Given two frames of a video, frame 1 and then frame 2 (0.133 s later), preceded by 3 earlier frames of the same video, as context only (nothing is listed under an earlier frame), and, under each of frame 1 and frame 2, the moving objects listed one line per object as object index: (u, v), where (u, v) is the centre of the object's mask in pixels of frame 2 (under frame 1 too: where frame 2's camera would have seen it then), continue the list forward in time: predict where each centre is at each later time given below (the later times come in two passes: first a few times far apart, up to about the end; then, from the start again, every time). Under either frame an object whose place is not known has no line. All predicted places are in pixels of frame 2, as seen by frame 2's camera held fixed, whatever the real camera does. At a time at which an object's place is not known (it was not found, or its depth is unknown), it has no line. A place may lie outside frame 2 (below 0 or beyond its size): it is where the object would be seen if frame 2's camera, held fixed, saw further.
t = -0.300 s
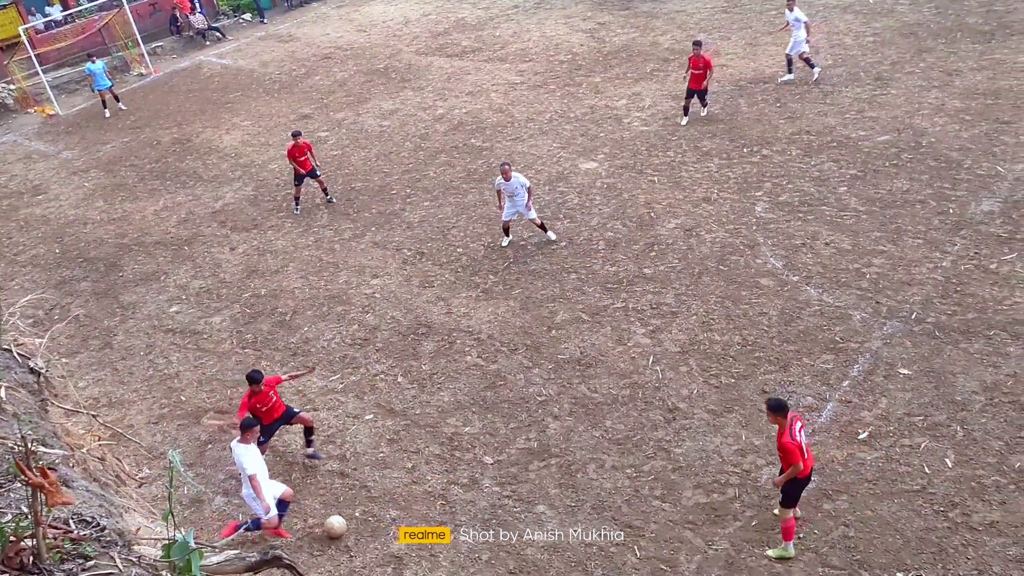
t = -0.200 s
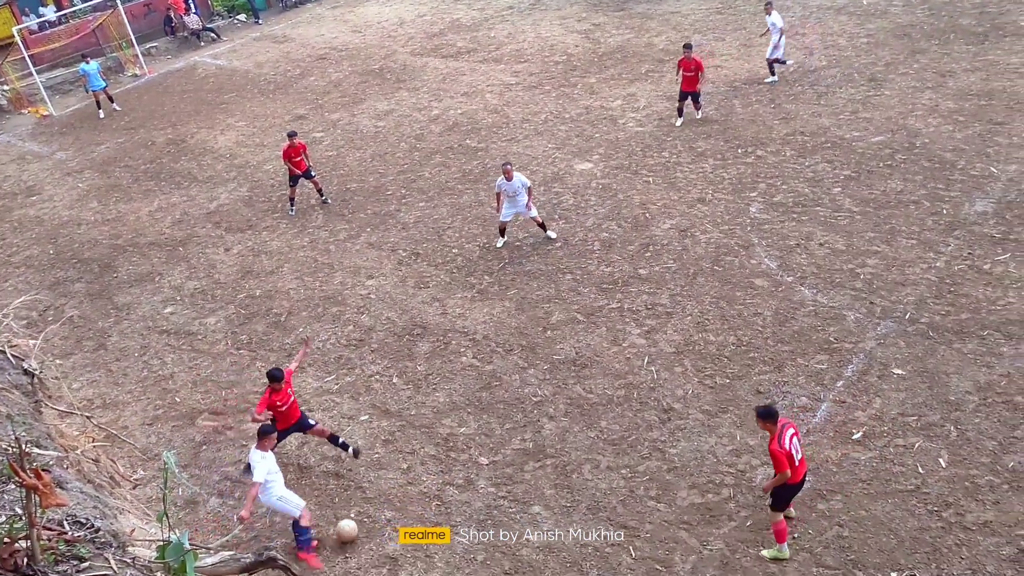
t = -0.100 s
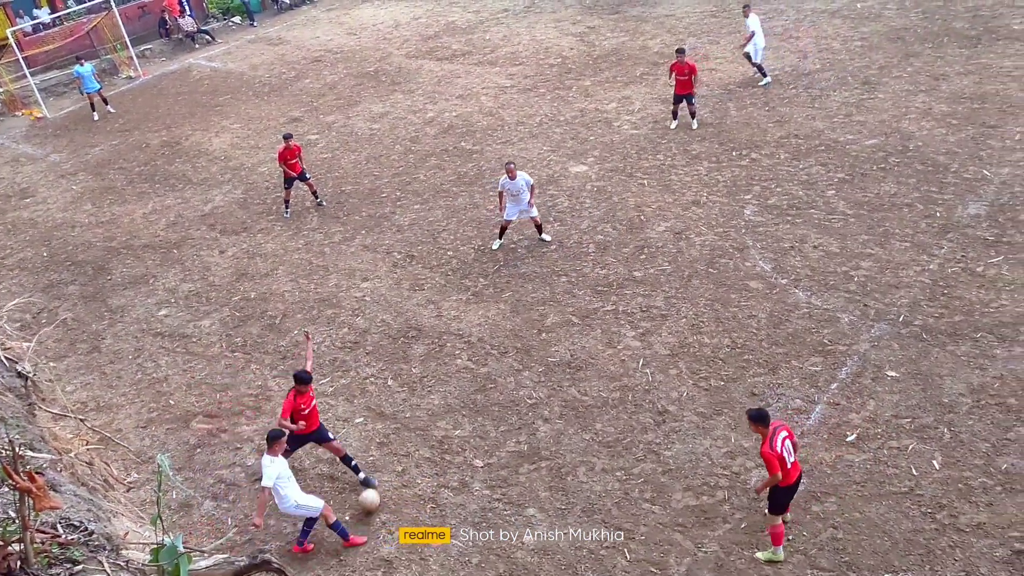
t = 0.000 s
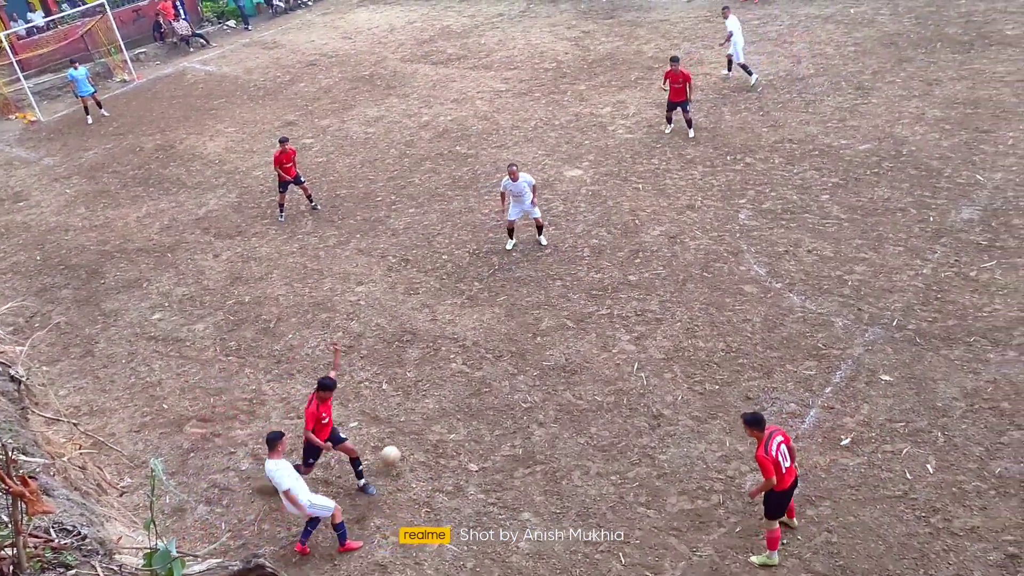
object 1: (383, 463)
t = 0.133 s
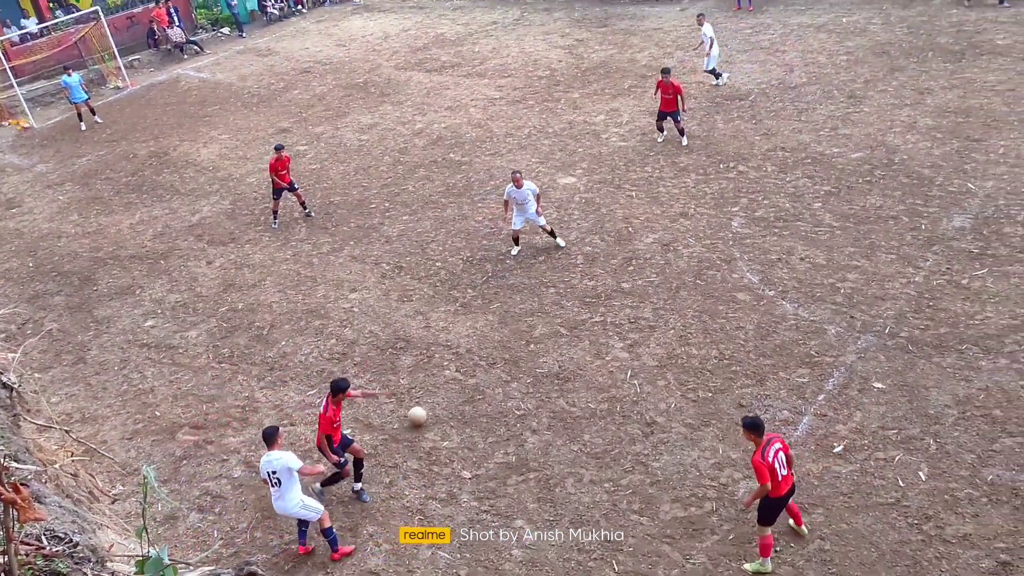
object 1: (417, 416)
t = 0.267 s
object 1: (437, 373)
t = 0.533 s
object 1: (473, 323)
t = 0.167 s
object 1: (423, 405)
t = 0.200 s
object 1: (428, 393)
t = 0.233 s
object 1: (432, 383)
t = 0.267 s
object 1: (437, 373)
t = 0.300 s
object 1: (441, 365)
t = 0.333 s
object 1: (445, 357)
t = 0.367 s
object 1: (450, 350)
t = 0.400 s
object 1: (455, 344)
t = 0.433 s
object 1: (460, 340)
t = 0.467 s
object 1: (464, 336)
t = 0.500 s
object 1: (469, 331)
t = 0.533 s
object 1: (473, 323)
